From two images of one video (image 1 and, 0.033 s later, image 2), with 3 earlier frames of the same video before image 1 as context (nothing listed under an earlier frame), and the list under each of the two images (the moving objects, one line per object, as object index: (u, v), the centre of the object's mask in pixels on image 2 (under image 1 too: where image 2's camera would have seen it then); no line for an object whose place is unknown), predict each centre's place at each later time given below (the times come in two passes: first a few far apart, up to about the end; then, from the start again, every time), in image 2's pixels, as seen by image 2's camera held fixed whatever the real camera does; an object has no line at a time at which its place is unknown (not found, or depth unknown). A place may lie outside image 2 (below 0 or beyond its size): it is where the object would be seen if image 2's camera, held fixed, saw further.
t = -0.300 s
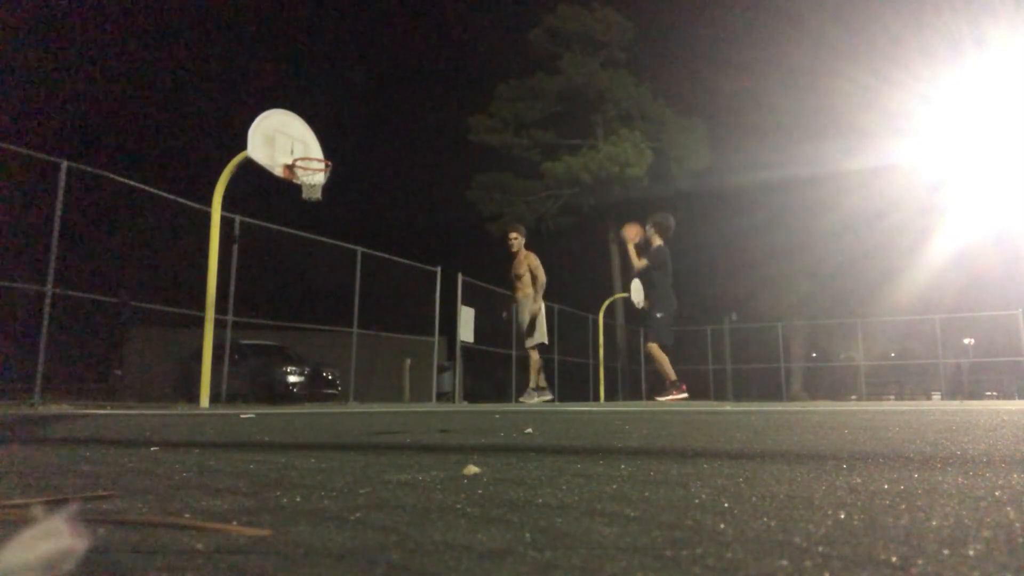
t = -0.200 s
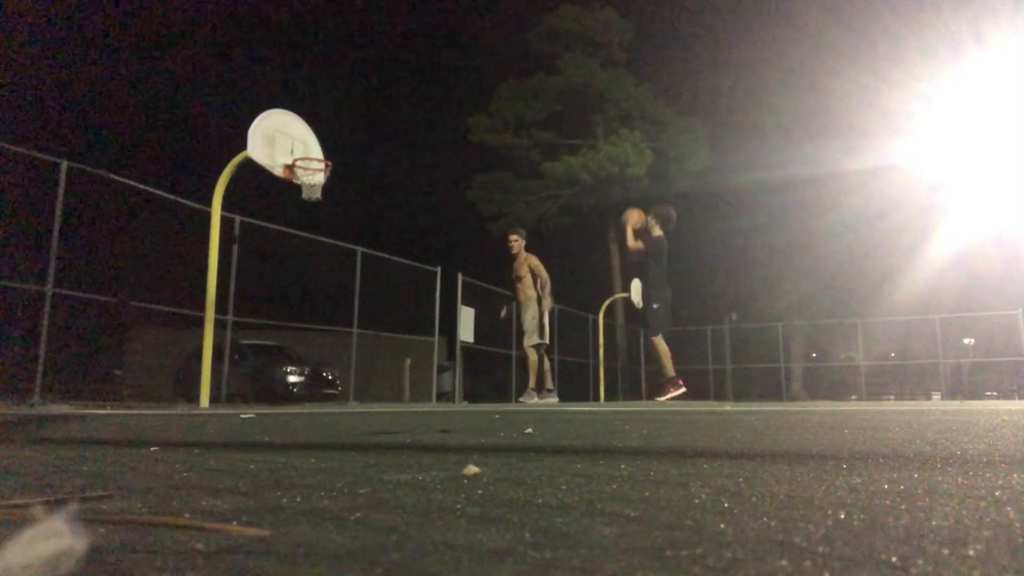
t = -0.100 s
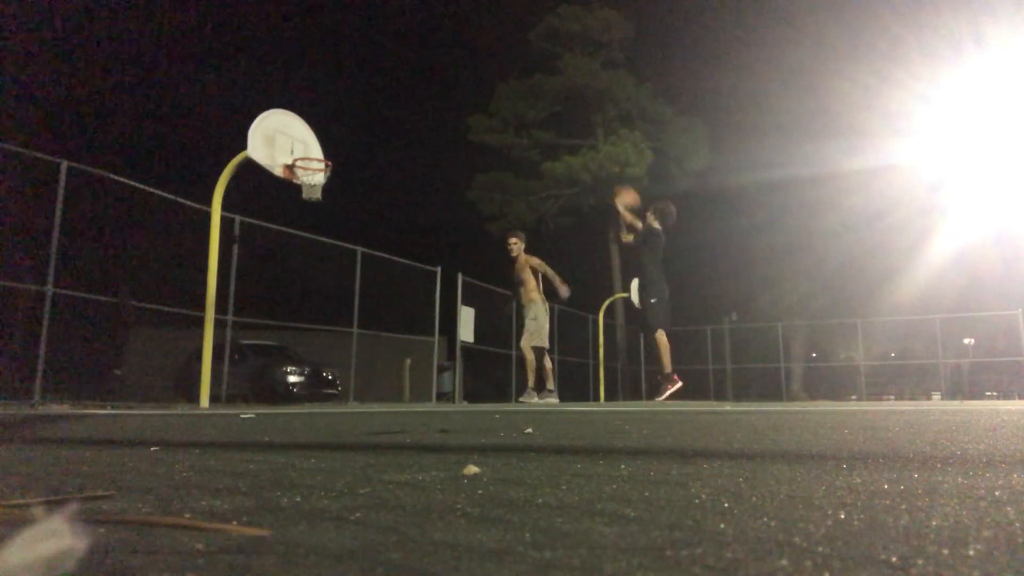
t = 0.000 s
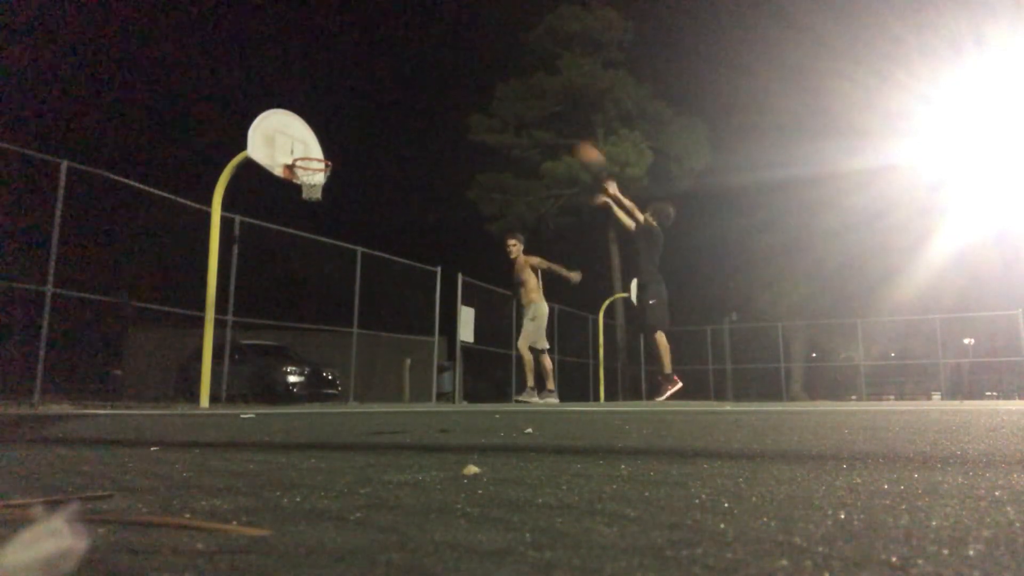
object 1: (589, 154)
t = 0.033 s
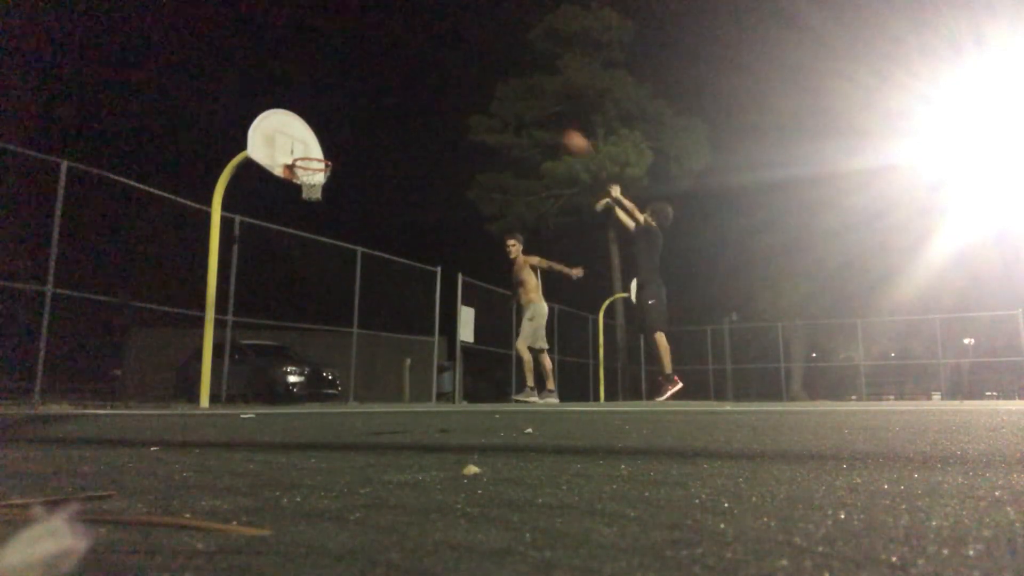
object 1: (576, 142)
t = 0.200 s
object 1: (514, 98)
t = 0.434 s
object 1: (438, 81)
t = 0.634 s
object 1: (380, 101)
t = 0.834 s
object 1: (330, 147)
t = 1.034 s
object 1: (301, 141)
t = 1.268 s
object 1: (322, 141)
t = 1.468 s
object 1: (342, 152)
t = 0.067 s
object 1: (564, 133)
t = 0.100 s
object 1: (551, 122)
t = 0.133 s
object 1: (538, 114)
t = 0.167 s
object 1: (526, 105)
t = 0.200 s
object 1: (514, 98)
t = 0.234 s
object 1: (503, 93)
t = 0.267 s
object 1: (491, 89)
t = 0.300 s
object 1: (480, 85)
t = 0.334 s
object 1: (470, 83)
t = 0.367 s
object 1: (459, 82)
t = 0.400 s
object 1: (449, 81)
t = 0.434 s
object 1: (438, 81)
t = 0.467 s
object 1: (428, 83)
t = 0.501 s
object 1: (418, 85)
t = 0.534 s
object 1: (409, 88)
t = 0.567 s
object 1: (399, 92)
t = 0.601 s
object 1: (390, 96)
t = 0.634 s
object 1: (380, 101)
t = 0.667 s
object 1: (372, 106)
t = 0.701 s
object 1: (362, 113)
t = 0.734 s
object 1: (354, 120)
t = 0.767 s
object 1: (345, 128)
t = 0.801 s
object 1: (336, 138)
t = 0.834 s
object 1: (330, 147)
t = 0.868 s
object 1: (323, 150)
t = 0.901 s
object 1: (318, 146)
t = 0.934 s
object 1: (314, 143)
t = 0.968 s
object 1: (309, 141)
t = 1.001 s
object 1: (305, 141)
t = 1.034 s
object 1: (301, 141)
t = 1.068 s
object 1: (298, 141)
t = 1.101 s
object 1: (300, 140)
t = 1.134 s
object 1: (305, 138)
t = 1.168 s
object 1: (309, 138)
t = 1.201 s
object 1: (313, 138)
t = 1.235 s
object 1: (318, 140)
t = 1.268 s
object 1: (322, 141)
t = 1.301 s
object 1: (326, 144)
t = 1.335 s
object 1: (330, 148)
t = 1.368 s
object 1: (333, 152)
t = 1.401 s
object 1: (336, 152)
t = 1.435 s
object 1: (339, 152)
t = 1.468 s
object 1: (342, 152)
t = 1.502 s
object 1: (346, 152)
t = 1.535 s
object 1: (350, 154)
